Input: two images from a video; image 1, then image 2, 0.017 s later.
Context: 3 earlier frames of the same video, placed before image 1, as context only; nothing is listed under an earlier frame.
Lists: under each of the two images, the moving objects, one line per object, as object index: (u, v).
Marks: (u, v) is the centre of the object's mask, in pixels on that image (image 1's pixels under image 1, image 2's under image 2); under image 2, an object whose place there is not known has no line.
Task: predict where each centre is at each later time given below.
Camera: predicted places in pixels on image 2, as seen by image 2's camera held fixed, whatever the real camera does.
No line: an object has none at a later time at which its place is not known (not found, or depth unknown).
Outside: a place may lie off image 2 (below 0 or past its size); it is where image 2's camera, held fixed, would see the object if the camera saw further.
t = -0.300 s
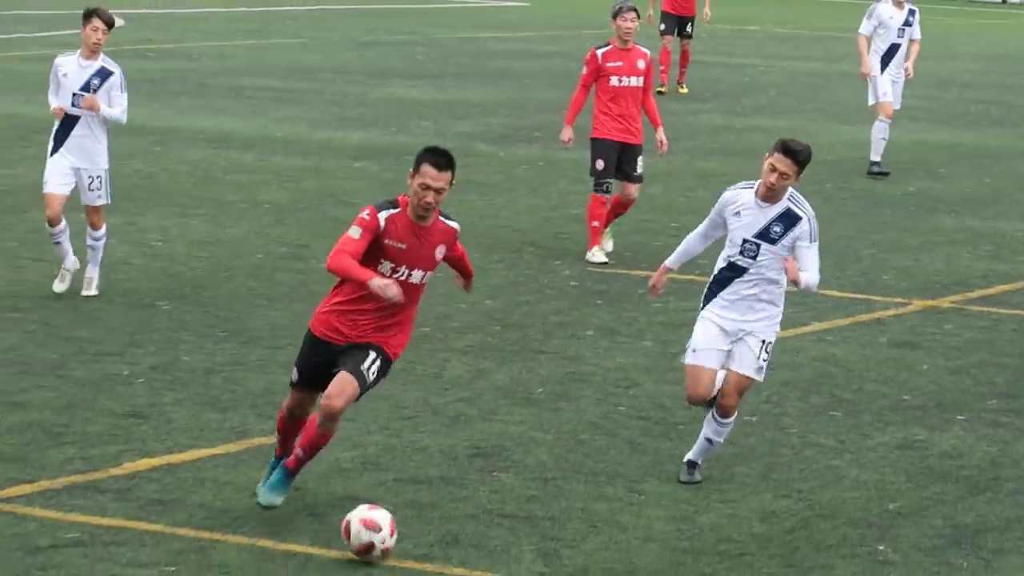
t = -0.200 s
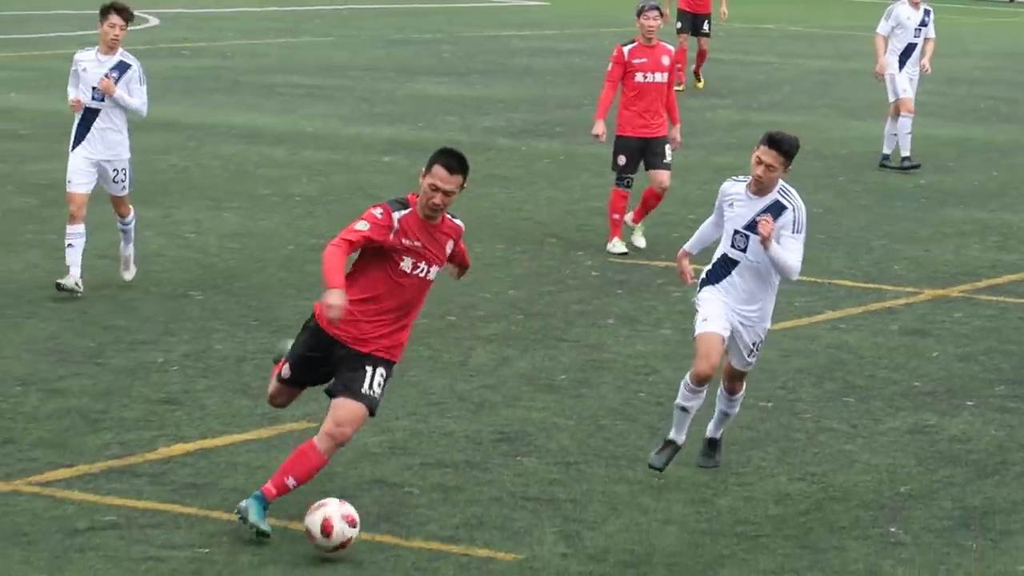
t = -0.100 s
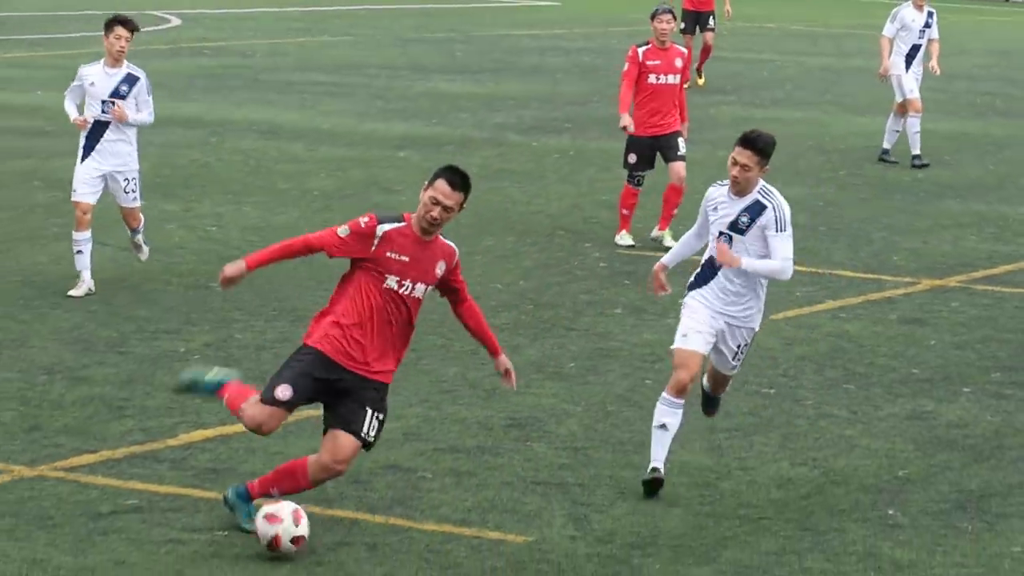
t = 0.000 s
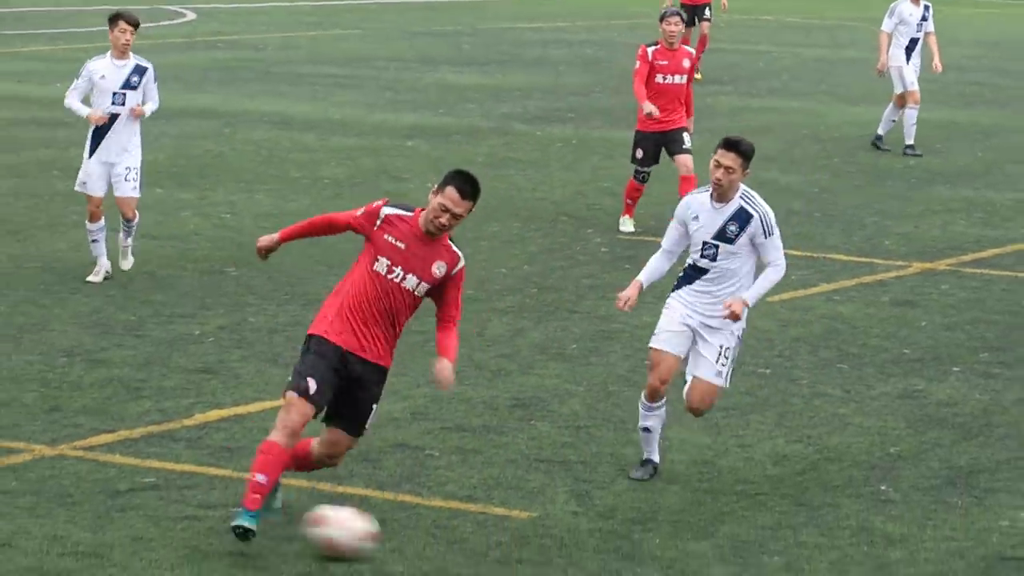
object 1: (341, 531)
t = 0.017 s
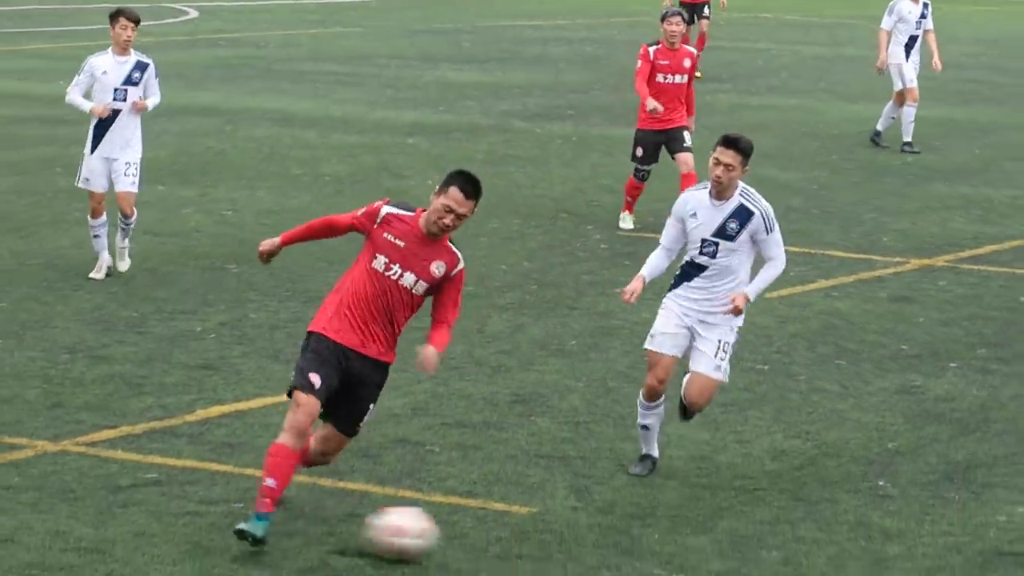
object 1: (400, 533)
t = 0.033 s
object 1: (462, 537)
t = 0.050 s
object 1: (522, 539)
